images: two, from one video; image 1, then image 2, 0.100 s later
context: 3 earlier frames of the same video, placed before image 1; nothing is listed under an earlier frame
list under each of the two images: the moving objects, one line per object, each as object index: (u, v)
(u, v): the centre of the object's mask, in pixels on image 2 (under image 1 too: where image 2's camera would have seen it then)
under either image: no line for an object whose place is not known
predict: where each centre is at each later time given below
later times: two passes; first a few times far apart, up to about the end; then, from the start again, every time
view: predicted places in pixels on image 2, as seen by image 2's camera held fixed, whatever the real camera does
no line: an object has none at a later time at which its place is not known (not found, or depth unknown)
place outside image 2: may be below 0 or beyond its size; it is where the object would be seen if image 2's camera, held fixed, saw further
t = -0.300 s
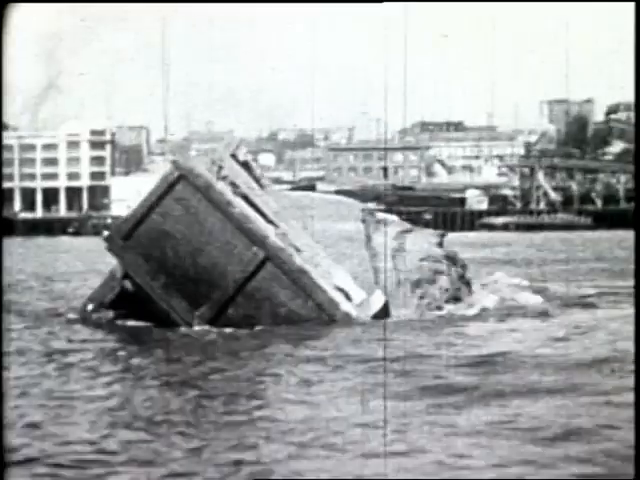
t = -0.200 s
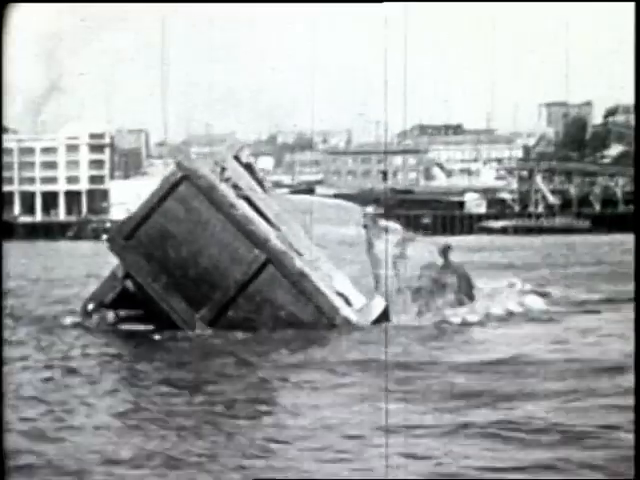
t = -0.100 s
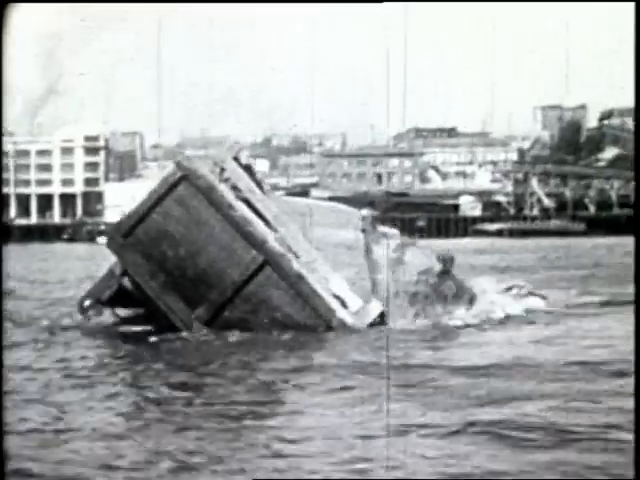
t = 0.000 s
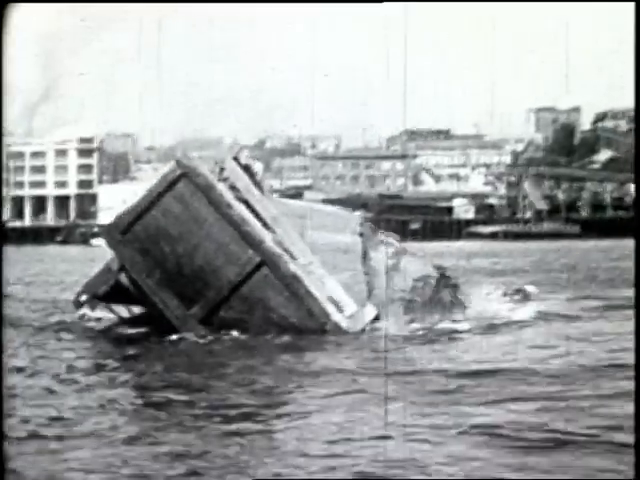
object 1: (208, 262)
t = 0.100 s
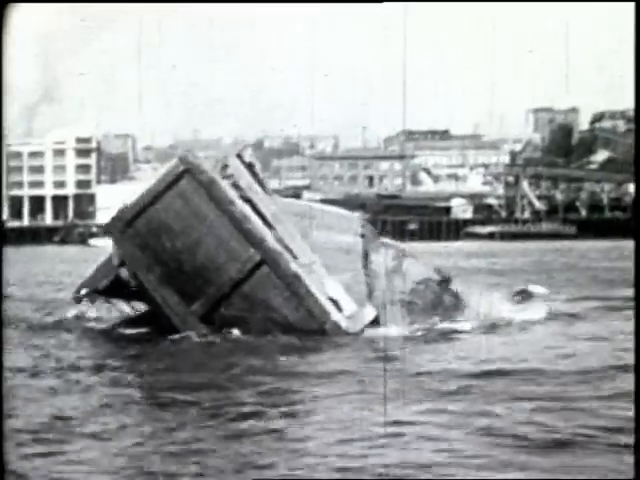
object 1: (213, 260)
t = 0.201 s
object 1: (219, 257)
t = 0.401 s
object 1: (231, 248)
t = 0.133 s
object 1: (214, 260)
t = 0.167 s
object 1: (216, 258)
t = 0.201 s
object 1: (219, 257)
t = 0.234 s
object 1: (221, 253)
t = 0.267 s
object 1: (221, 252)
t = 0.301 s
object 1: (223, 253)
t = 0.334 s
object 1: (224, 253)
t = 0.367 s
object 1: (229, 249)
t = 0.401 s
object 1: (231, 248)
